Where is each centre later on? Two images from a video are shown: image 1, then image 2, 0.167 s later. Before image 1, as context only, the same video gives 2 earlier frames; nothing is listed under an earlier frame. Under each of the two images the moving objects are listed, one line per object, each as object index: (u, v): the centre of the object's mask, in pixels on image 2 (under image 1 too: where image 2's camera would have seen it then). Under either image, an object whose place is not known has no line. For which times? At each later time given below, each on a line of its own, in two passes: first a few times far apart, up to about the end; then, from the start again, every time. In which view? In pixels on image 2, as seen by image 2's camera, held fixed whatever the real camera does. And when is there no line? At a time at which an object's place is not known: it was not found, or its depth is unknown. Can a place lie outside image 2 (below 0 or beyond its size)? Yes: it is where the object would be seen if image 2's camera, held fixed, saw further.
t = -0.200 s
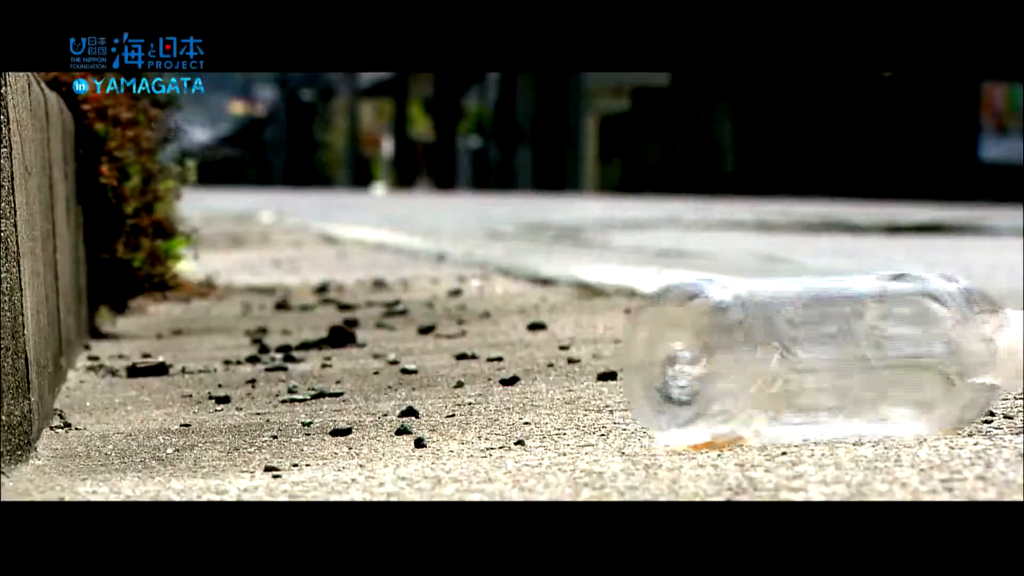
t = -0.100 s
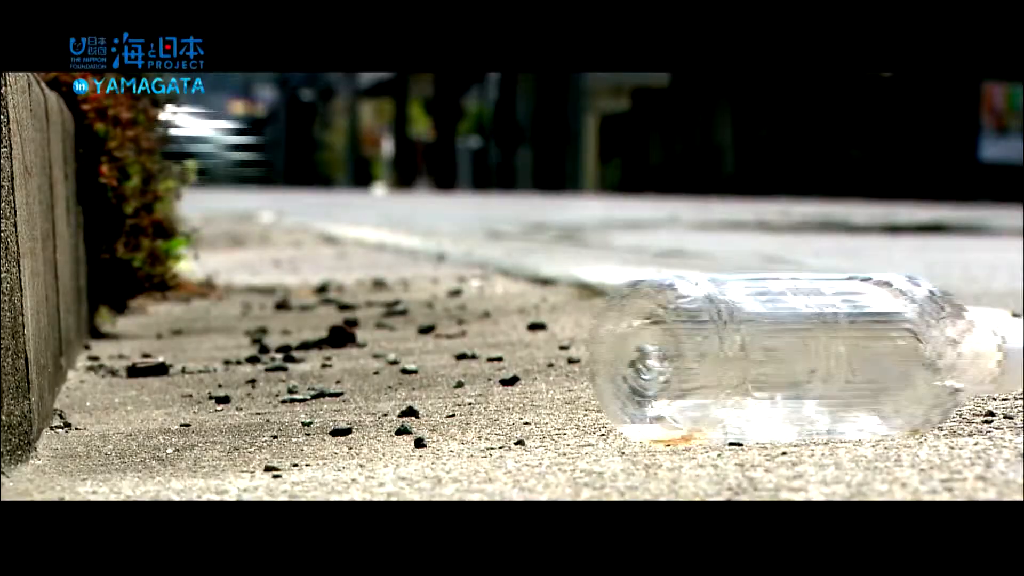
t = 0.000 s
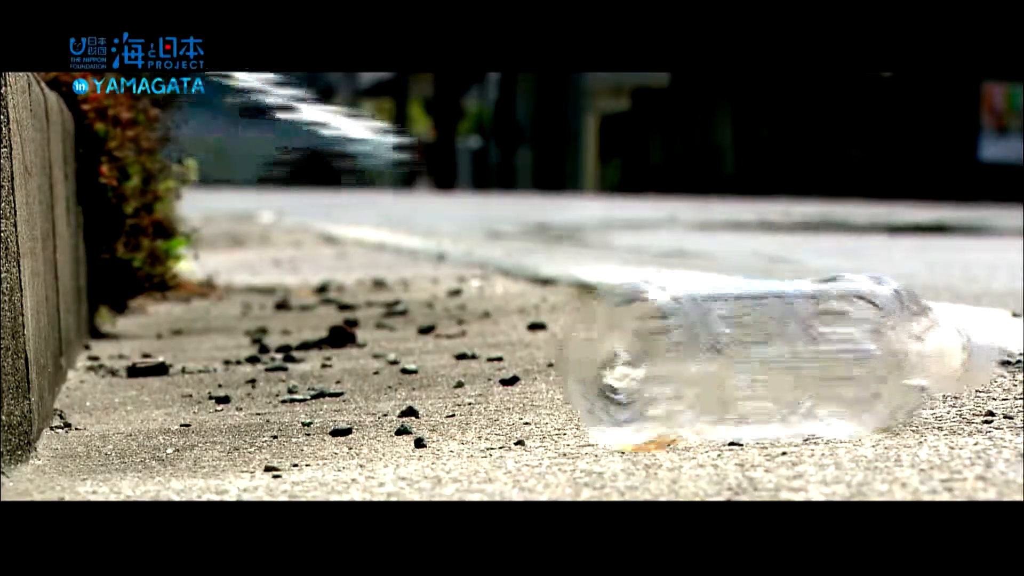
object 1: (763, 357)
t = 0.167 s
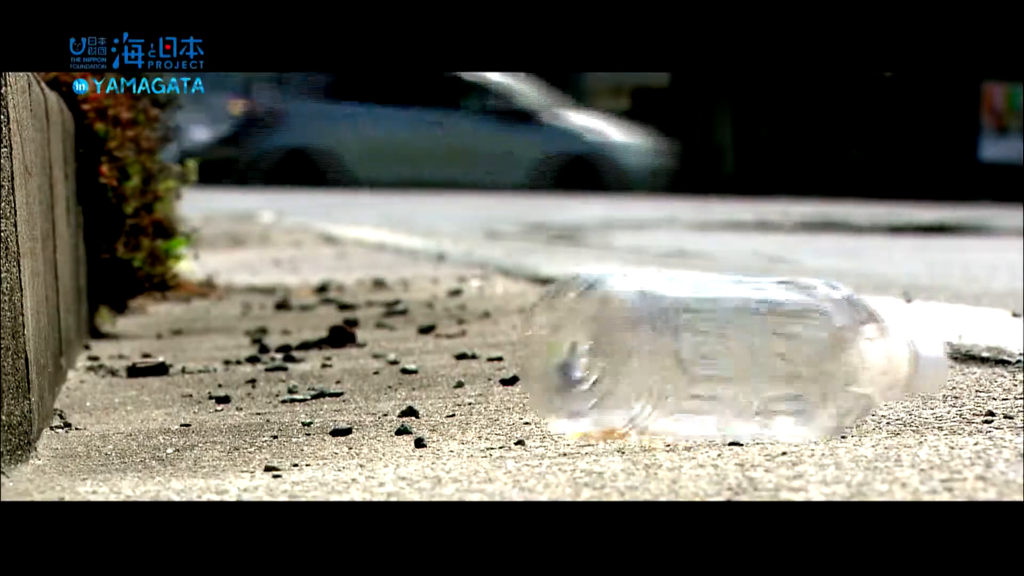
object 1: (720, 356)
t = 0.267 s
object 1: (688, 362)
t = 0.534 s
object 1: (629, 364)
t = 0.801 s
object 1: (572, 365)
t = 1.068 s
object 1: (518, 364)
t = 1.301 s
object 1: (490, 364)
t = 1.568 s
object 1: (477, 365)
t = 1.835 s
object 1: (434, 362)
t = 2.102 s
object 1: (440, 367)
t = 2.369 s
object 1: (445, 367)
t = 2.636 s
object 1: (436, 367)
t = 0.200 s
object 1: (710, 360)
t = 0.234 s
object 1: (699, 361)
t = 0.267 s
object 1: (688, 362)
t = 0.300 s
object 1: (678, 362)
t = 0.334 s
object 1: (672, 360)
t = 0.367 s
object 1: (665, 359)
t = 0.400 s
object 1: (659, 359)
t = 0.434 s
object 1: (652, 360)
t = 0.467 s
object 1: (644, 363)
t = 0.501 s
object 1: (637, 364)
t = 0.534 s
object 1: (629, 364)
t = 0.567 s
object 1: (621, 364)
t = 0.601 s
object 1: (614, 364)
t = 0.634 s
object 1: (607, 364)
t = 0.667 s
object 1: (602, 363)
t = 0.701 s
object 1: (595, 362)
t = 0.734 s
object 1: (588, 364)
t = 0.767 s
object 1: (580, 364)
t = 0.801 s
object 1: (572, 365)
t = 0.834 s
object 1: (564, 365)
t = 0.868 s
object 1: (556, 365)
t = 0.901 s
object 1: (548, 365)
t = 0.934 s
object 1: (542, 364)
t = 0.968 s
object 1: (536, 363)
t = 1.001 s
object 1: (531, 363)
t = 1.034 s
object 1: (524, 364)
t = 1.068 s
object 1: (518, 364)
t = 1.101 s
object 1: (514, 365)
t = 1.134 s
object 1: (508, 365)
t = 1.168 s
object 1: (503, 365)
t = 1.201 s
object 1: (499, 365)
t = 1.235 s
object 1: (495, 365)
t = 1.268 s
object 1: (491, 365)
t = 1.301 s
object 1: (490, 364)
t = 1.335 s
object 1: (488, 364)
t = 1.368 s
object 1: (488, 364)
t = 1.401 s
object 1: (487, 364)
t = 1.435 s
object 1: (487, 364)
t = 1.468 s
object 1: (486, 364)
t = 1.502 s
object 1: (484, 364)
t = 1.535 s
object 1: (482, 364)
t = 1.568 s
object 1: (477, 365)
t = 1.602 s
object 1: (473, 365)
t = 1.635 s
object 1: (467, 364)
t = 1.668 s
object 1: (461, 364)
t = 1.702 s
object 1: (455, 365)
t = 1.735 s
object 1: (449, 366)
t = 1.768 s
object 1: (441, 367)
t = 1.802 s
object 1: (437, 364)
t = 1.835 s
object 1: (434, 362)
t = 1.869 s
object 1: (432, 361)
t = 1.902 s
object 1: (431, 360)
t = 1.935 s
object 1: (430, 360)
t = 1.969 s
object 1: (431, 361)
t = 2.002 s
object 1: (432, 362)
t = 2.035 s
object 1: (434, 364)
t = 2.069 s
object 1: (437, 367)
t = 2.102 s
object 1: (440, 367)
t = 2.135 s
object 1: (442, 367)
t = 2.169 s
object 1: (443, 367)
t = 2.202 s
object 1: (444, 367)
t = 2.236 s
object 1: (445, 367)
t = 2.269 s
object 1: (446, 367)
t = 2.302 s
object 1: (446, 367)
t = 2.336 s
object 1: (446, 367)
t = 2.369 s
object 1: (445, 367)
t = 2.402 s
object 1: (444, 367)
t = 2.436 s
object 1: (443, 367)
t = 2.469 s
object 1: (442, 367)
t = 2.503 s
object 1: (441, 367)
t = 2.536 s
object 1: (438, 367)
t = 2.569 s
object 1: (436, 367)
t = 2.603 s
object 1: (435, 366)
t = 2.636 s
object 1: (436, 367)
